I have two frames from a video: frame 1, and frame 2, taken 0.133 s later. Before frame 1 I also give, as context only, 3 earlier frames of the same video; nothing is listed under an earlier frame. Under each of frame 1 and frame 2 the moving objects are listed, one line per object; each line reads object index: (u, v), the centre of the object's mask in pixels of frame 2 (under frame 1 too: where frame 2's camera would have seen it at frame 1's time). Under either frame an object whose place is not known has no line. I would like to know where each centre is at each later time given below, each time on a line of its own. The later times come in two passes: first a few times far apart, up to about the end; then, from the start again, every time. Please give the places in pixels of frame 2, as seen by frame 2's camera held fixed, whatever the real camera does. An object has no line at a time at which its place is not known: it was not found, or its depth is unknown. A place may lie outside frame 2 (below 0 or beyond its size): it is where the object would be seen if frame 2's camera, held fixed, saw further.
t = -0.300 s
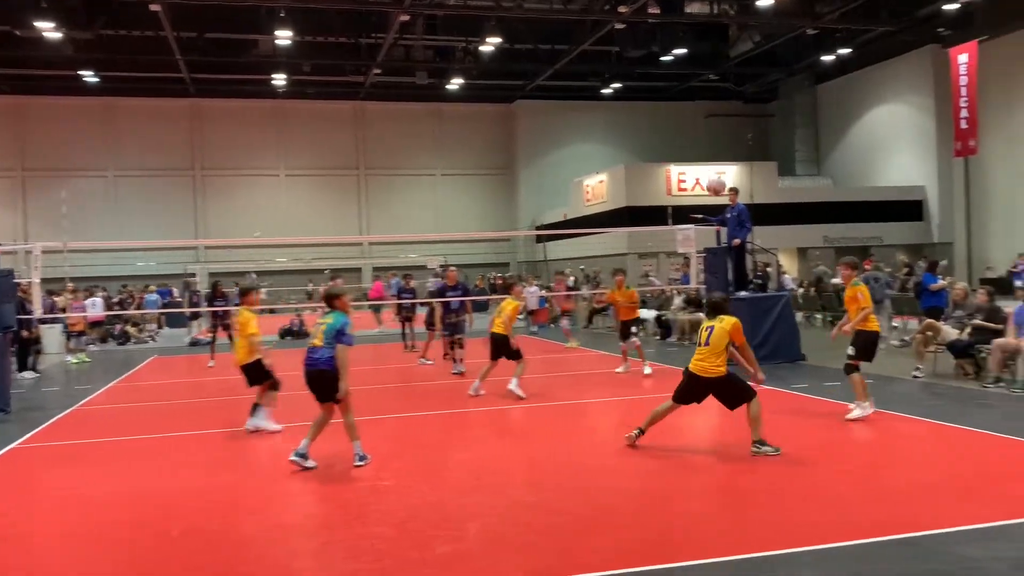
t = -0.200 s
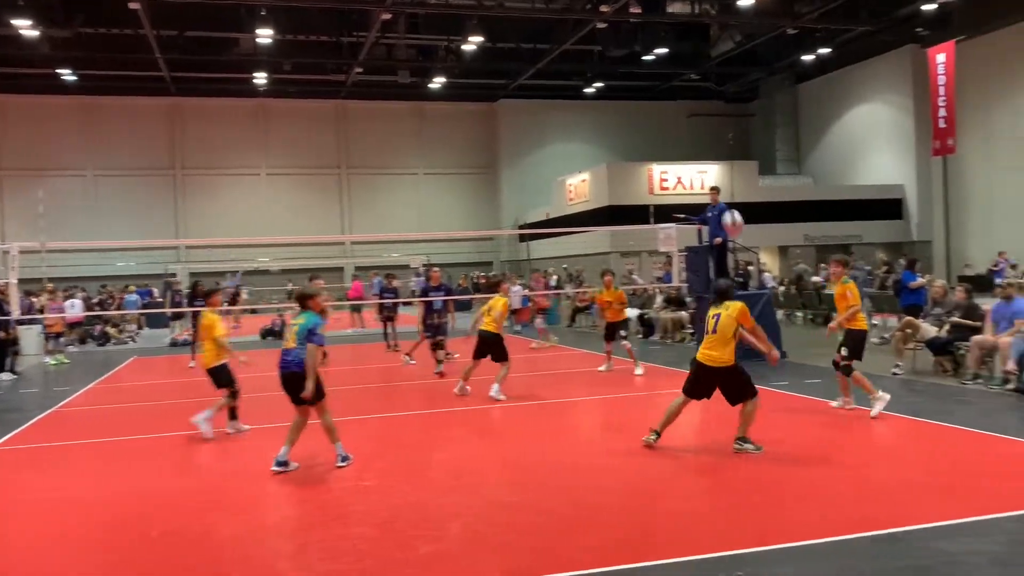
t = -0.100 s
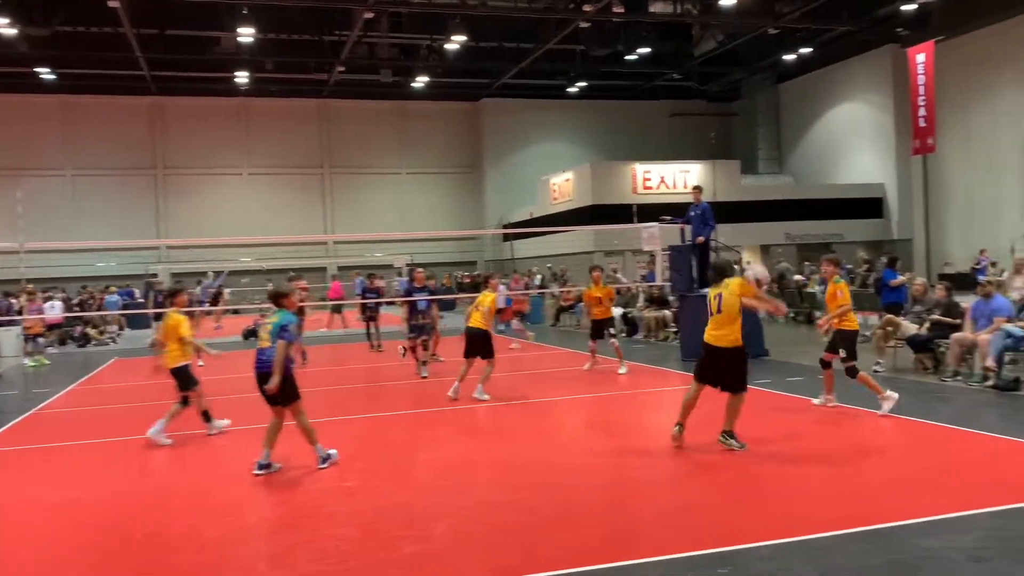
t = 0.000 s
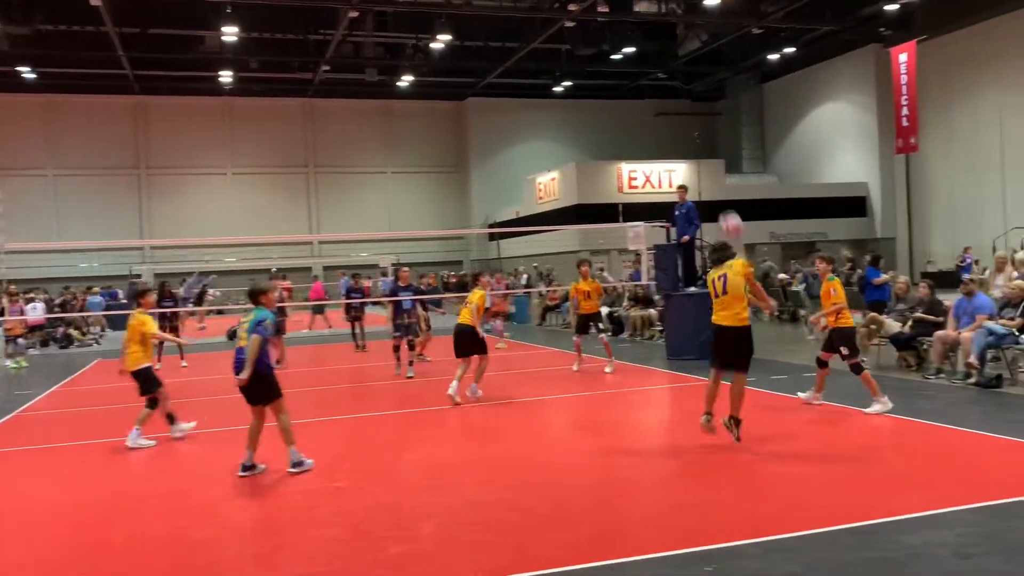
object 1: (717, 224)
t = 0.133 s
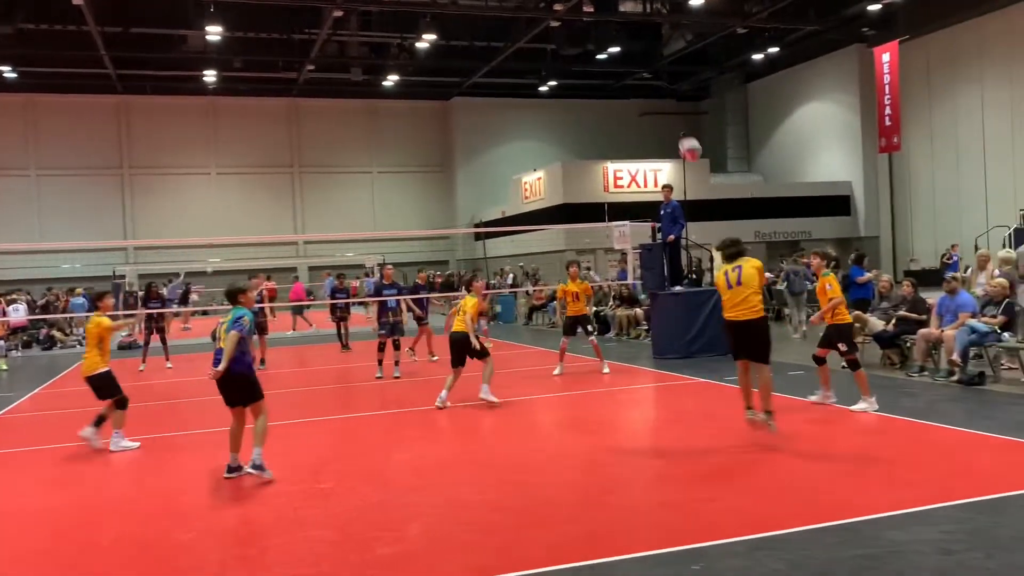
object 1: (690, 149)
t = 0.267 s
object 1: (667, 101)
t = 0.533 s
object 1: (631, 66)
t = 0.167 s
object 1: (684, 135)
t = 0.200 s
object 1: (678, 122)
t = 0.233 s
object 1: (672, 111)
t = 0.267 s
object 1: (667, 101)
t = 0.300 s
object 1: (662, 92)
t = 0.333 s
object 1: (657, 85)
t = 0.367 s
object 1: (652, 79)
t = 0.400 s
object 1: (647, 74)
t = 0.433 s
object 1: (643, 70)
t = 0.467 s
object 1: (639, 68)
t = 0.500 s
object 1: (635, 66)
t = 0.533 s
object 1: (631, 66)
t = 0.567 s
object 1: (627, 65)
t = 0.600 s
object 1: (624, 66)
